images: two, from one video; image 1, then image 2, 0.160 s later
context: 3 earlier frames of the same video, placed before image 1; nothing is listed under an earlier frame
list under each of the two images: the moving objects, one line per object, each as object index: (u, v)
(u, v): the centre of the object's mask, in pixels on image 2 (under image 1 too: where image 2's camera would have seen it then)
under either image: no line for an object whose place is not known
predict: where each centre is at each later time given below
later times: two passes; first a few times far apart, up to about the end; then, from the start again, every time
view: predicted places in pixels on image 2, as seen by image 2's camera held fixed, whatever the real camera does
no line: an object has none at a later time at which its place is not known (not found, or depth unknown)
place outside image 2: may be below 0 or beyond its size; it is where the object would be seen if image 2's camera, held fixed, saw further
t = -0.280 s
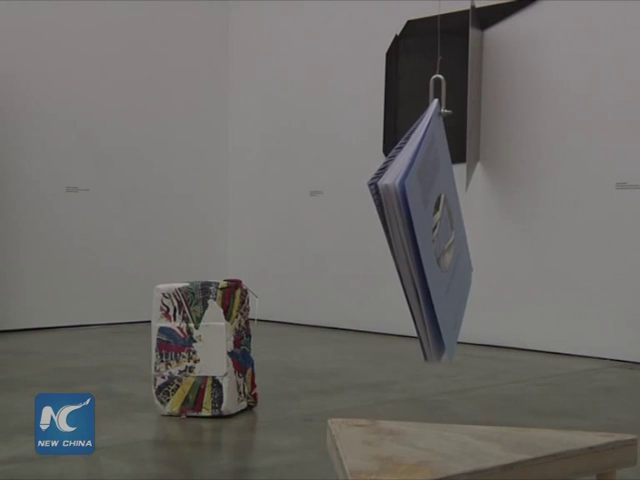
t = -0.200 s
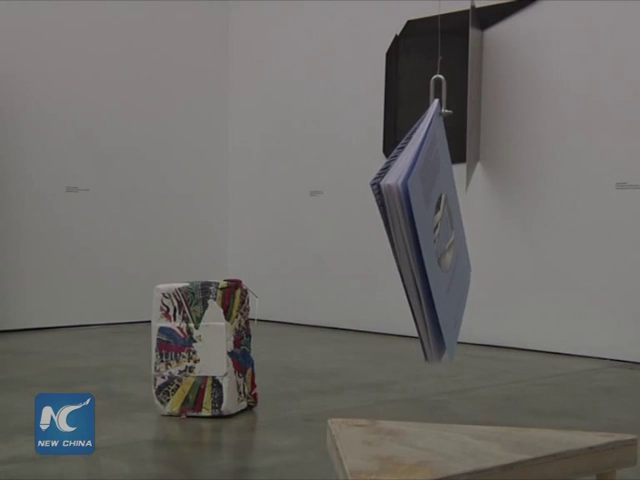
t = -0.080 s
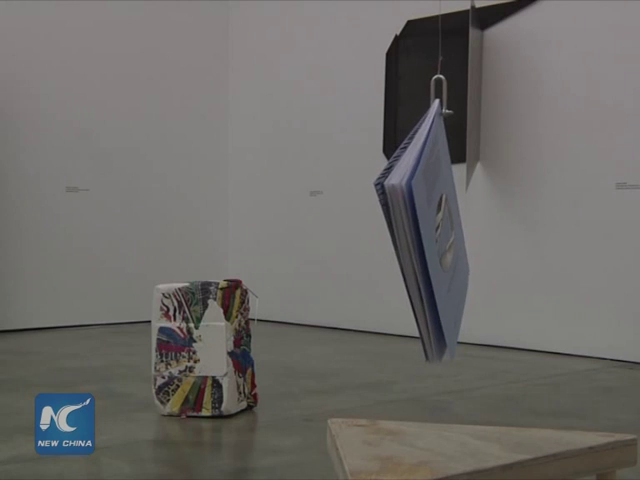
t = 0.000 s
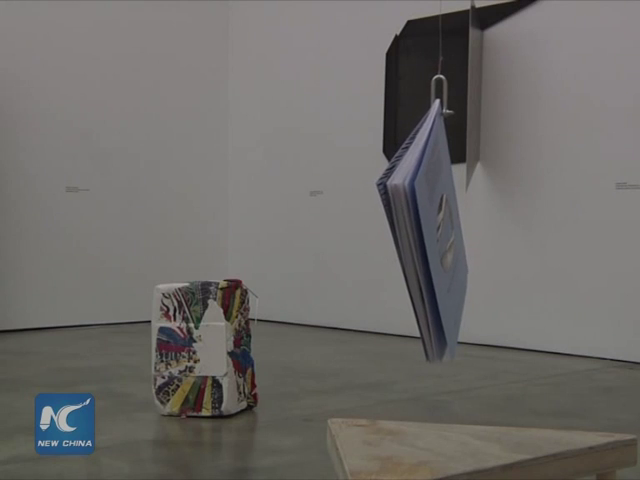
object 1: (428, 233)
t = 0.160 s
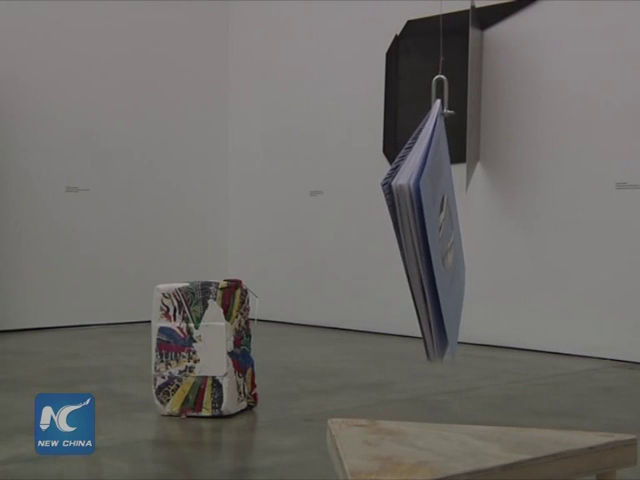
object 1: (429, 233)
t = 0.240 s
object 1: (429, 232)
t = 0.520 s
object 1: (431, 233)
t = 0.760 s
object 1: (431, 233)
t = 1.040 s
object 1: (431, 232)
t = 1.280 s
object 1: (431, 228)
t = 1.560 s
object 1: (432, 226)
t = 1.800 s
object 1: (433, 228)
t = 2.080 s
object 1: (434, 227)
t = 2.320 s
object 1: (434, 227)
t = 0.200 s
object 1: (429, 232)
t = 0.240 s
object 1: (429, 232)
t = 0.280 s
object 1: (430, 233)
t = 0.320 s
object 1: (430, 232)
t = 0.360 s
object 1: (430, 233)
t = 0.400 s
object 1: (430, 233)
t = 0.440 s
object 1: (430, 233)
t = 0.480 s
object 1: (431, 233)
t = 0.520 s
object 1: (431, 233)
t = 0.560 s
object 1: (431, 233)
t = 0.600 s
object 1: (431, 233)
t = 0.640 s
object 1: (431, 232)
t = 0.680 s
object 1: (431, 232)
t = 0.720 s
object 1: (431, 233)
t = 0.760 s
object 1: (431, 233)
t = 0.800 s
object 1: (431, 233)
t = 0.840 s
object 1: (431, 233)
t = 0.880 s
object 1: (431, 233)
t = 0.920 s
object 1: (431, 233)
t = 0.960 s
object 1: (431, 232)
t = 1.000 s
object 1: (431, 232)
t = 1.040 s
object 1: (431, 232)
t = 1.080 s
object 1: (431, 232)
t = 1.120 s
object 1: (431, 231)
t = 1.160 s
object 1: (430, 229)
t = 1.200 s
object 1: (431, 230)
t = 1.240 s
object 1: (431, 228)
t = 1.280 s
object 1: (431, 228)
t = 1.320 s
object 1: (431, 228)
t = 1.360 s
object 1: (431, 227)
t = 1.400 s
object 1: (431, 227)
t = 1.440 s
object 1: (431, 227)
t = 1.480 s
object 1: (431, 227)
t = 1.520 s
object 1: (432, 226)
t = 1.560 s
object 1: (432, 226)
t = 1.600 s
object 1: (432, 226)
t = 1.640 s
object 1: (432, 226)
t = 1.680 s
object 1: (432, 226)
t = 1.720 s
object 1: (433, 228)
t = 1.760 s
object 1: (433, 228)
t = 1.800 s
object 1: (433, 228)
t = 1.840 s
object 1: (433, 227)
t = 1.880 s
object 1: (433, 228)
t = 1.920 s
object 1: (433, 228)
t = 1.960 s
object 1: (433, 228)
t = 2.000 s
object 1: (433, 228)
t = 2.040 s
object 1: (434, 228)
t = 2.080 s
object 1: (434, 227)
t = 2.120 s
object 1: (434, 227)
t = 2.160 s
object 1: (434, 227)
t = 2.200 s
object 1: (434, 227)
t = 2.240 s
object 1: (434, 227)
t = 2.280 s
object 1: (434, 227)
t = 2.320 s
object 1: (434, 227)
